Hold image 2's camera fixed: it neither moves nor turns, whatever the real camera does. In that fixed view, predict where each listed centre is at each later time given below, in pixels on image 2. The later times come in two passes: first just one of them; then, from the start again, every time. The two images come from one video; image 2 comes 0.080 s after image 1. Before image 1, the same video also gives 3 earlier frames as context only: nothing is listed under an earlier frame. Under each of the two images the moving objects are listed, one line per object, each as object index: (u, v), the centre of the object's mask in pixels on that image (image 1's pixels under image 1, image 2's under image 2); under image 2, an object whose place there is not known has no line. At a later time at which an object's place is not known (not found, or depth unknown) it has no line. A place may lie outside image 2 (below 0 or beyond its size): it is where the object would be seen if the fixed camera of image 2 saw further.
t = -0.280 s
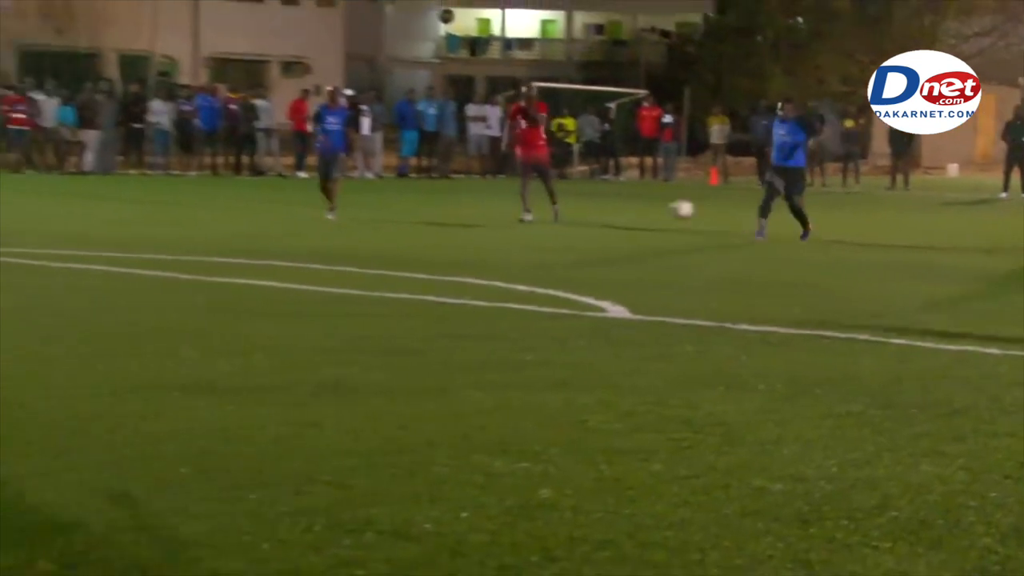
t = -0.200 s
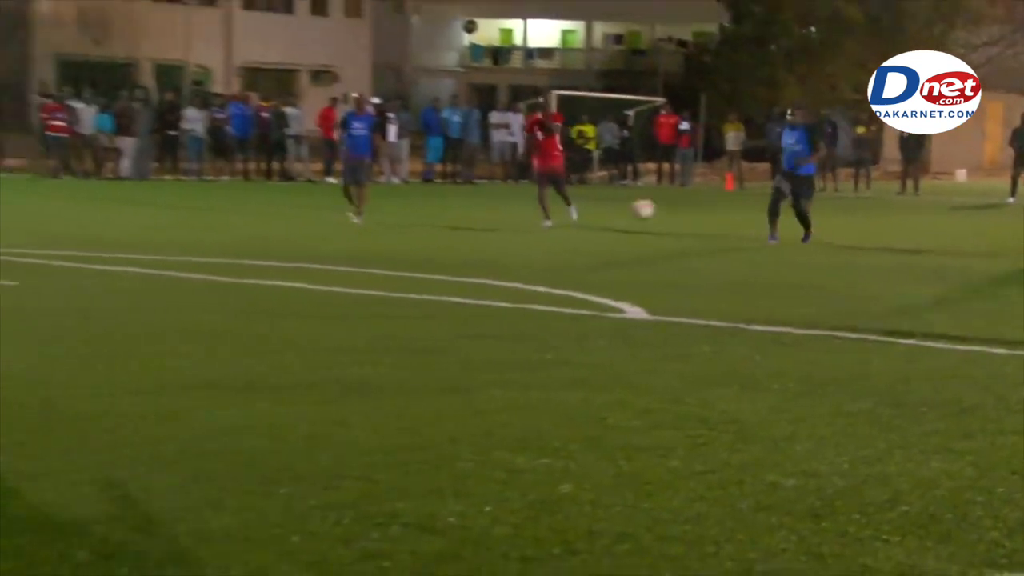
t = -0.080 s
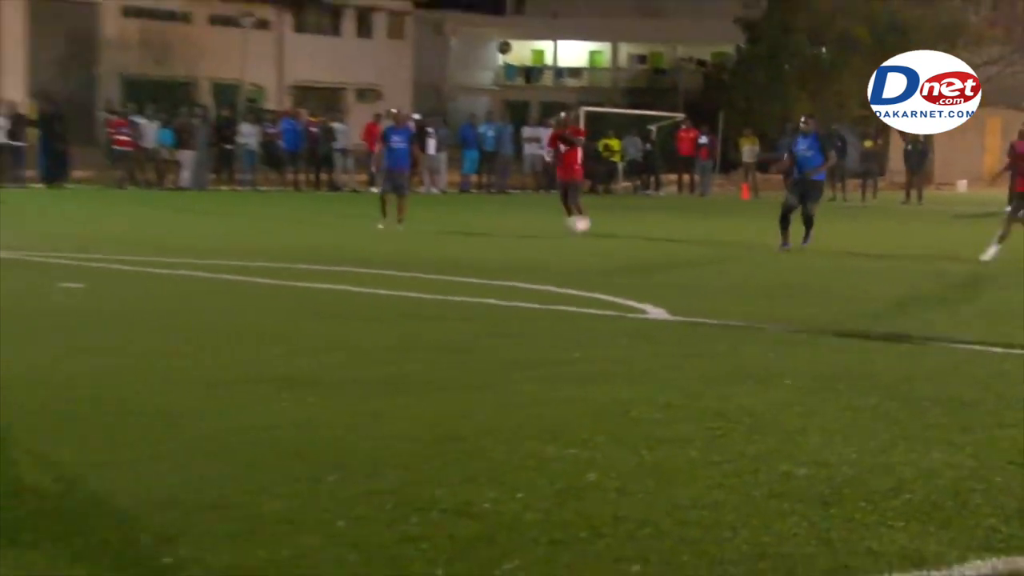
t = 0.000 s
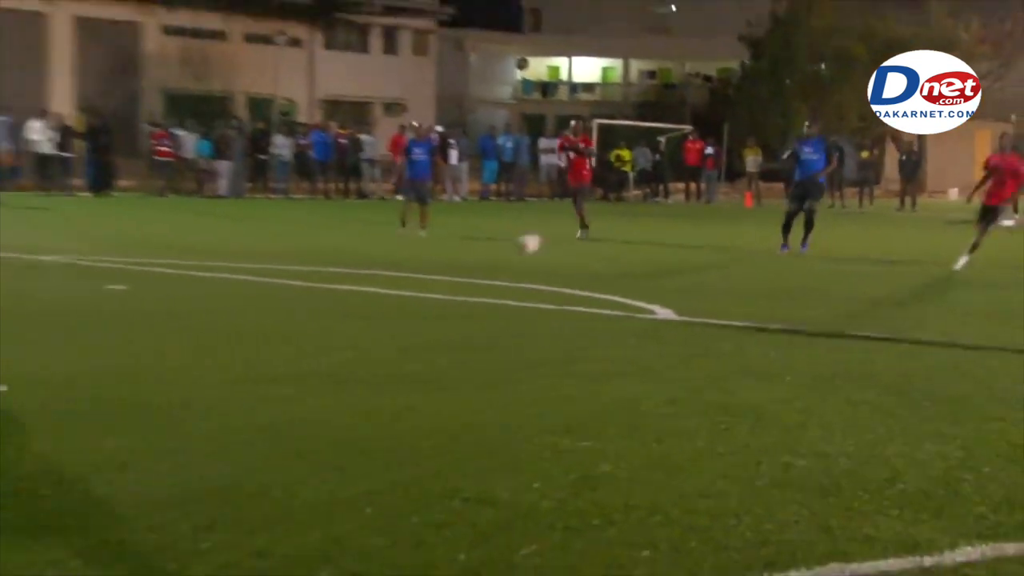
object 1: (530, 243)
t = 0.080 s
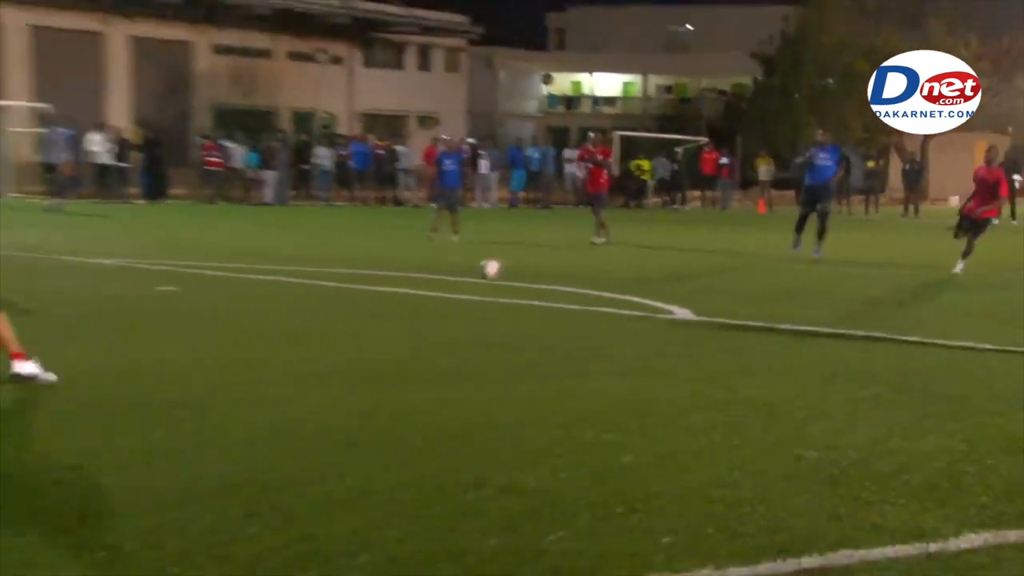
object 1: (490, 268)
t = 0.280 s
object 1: (343, 254)
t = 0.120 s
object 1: (461, 261)
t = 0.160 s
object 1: (433, 257)
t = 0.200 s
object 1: (405, 254)
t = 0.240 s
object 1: (374, 254)
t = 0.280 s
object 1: (343, 254)
